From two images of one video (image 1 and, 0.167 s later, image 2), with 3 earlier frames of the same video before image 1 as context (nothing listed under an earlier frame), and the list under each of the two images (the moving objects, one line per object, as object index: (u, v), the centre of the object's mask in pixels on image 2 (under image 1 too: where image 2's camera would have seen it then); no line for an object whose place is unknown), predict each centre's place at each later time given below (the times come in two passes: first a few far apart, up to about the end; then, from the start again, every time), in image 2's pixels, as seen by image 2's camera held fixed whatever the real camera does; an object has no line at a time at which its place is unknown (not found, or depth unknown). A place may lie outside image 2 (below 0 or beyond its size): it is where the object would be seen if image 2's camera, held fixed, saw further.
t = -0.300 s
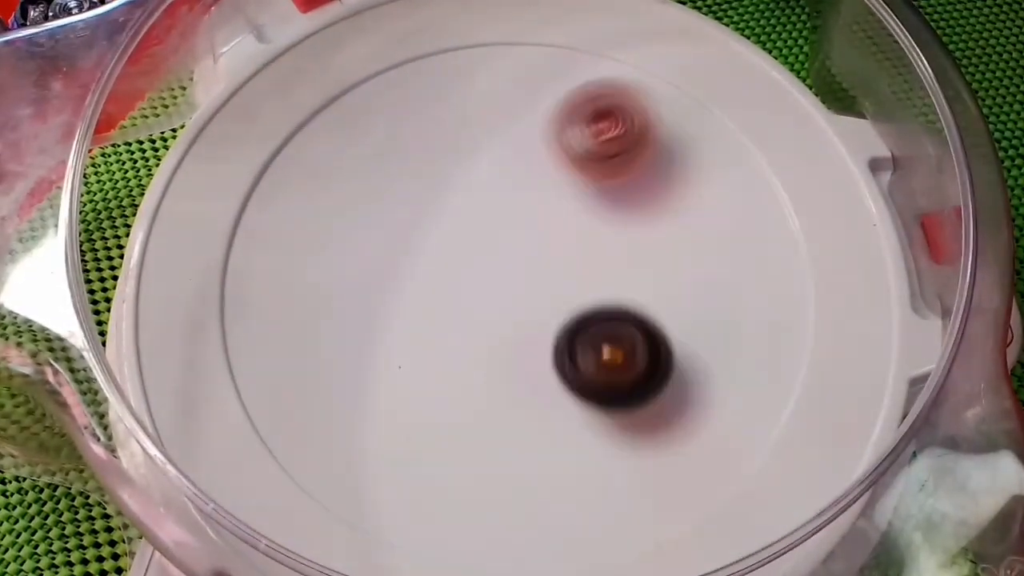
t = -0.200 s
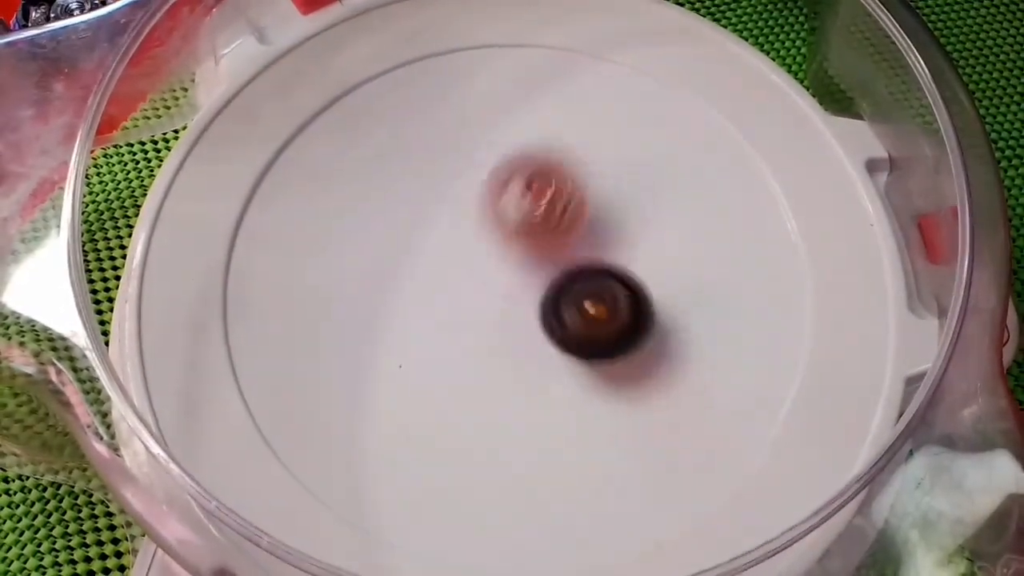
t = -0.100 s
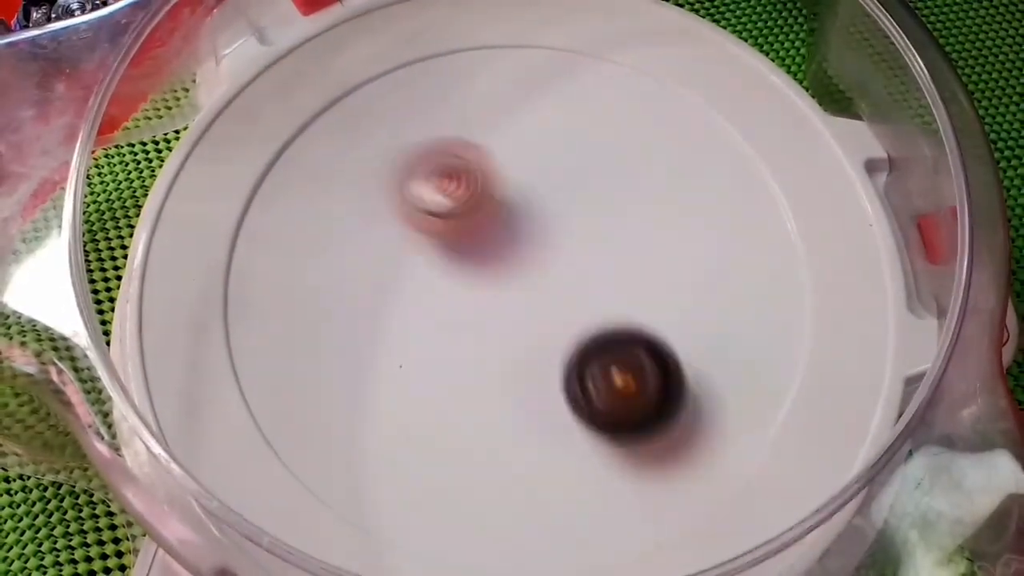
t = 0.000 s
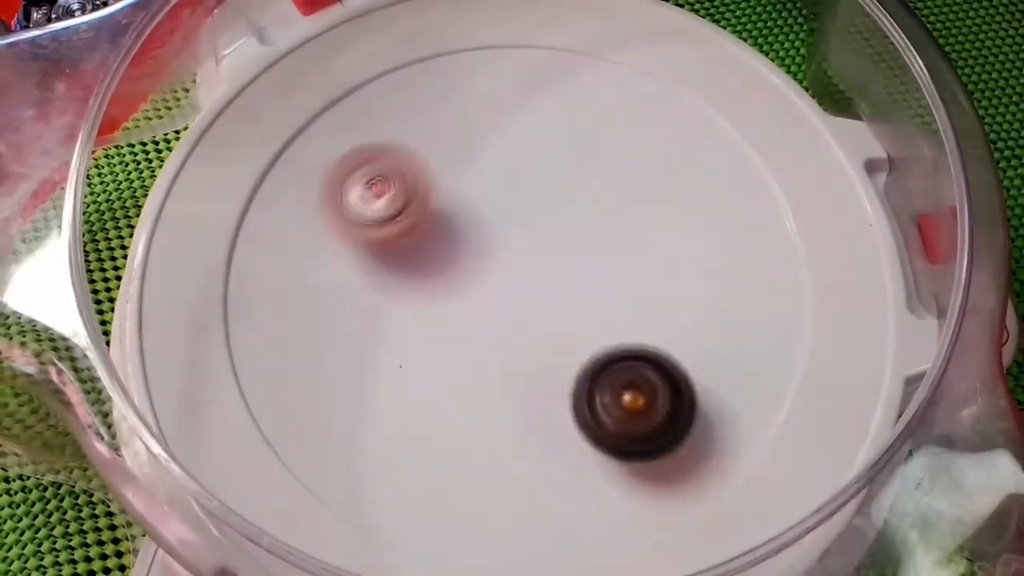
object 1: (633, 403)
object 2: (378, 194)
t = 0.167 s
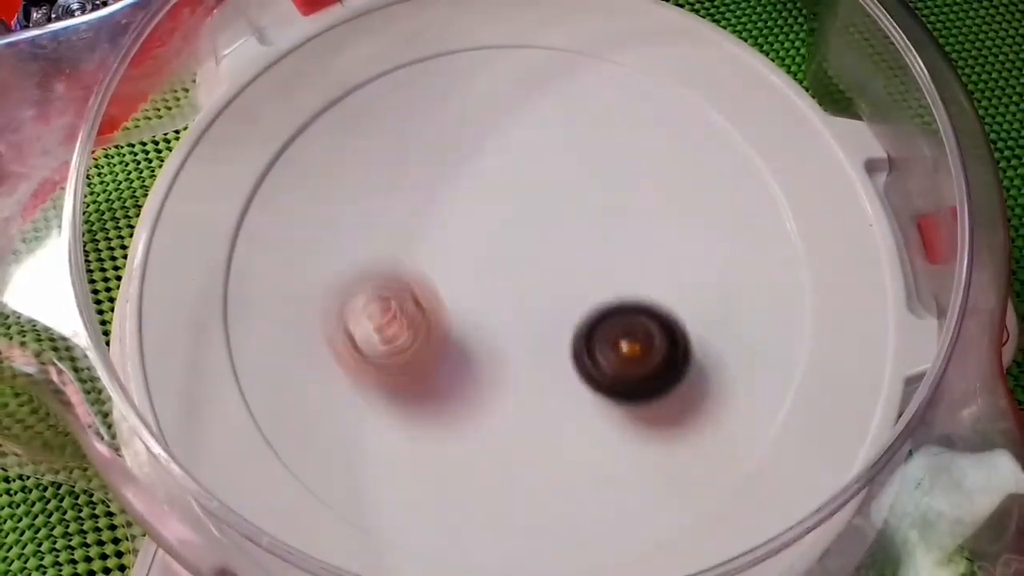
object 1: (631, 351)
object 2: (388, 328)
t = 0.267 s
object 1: (613, 322)
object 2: (487, 418)
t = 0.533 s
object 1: (495, 297)
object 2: (812, 309)
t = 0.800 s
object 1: (427, 321)
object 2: (557, 40)
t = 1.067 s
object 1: (421, 327)
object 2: (224, 264)
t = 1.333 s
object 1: (449, 263)
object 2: (641, 514)
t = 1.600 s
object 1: (440, 211)
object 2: (752, 126)
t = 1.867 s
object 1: (468, 196)
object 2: (256, 155)
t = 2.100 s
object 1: (486, 203)
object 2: (568, 527)
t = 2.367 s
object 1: (546, 216)
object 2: (791, 176)
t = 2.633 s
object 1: (574, 224)
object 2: (319, 83)
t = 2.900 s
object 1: (572, 252)
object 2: (425, 518)
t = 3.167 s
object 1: (566, 290)
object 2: (800, 291)
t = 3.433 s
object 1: (546, 306)
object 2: (524, 32)
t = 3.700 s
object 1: (516, 302)
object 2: (241, 277)
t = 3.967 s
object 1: (488, 291)
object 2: (650, 506)
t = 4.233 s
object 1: (468, 278)
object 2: (790, 183)
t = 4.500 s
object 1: (475, 258)
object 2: (467, 47)
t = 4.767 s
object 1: (495, 238)
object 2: (290, 407)
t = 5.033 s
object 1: (512, 230)
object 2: (670, 488)
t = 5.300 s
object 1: (539, 241)
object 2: (726, 180)
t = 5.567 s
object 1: (568, 250)
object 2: (385, 112)
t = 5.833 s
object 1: (572, 257)
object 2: (340, 447)
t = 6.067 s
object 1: (563, 266)
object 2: (659, 421)
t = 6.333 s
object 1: (533, 278)
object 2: (665, 170)
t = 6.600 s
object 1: (492, 287)
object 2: (476, 109)
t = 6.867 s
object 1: (476, 287)
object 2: (363, 253)
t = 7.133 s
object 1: (512, 279)
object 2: (462, 391)
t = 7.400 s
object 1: (529, 246)
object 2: (649, 321)
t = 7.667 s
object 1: (492, 190)
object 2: (708, 207)
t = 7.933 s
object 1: (443, 202)
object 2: (565, 183)
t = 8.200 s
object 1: (379, 261)
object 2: (562, 302)
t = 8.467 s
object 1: (408, 322)
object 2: (633, 333)
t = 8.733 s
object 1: (400, 348)
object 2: (644, 244)
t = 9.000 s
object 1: (399, 362)
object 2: (623, 135)
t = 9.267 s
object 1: (465, 314)
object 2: (478, 199)
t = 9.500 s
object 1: (520, 329)
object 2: (437, 245)
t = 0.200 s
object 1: (626, 340)
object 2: (410, 358)
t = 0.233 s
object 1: (620, 330)
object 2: (446, 392)
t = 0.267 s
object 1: (613, 322)
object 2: (487, 418)
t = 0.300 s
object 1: (602, 315)
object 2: (532, 438)
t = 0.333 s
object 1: (590, 309)
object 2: (587, 454)
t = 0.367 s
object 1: (577, 305)
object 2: (640, 451)
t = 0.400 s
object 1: (561, 302)
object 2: (688, 438)
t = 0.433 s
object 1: (545, 299)
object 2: (730, 414)
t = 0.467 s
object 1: (529, 297)
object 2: (771, 384)
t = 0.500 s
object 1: (511, 297)
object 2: (799, 346)
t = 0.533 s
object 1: (495, 297)
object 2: (812, 309)
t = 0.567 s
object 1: (481, 297)
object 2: (806, 262)
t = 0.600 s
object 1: (469, 299)
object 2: (790, 216)
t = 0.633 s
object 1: (457, 302)
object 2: (766, 172)
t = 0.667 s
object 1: (446, 305)
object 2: (735, 135)
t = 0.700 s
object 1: (437, 308)
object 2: (698, 100)
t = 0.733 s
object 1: (431, 312)
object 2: (651, 67)
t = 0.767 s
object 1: (428, 316)
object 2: (609, 49)
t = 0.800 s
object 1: (427, 321)
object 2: (557, 40)
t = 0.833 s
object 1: (427, 326)
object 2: (501, 34)
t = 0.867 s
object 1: (426, 332)
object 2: (448, 37)
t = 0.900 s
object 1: (424, 336)
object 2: (390, 42)
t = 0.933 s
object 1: (423, 338)
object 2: (339, 66)
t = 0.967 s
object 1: (422, 339)
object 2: (296, 105)
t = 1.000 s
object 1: (419, 337)
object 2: (259, 149)
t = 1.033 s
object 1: (418, 332)
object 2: (231, 205)
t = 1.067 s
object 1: (421, 327)
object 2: (224, 264)
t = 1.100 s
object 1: (426, 321)
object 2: (230, 326)
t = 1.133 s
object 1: (434, 314)
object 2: (244, 383)
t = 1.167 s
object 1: (442, 308)
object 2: (296, 454)
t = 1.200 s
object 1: (446, 300)
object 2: (358, 496)
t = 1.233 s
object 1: (448, 291)
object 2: (428, 518)
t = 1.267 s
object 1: (449, 282)
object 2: (501, 527)
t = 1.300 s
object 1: (450, 272)
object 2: (572, 527)
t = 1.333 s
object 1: (449, 263)
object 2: (641, 514)
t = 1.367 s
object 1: (448, 254)
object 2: (702, 479)
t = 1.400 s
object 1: (446, 246)
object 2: (752, 435)
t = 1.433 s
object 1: (444, 237)
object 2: (786, 388)
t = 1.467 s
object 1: (443, 229)
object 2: (805, 333)
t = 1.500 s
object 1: (442, 221)
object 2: (813, 279)
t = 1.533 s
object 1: (441, 216)
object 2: (805, 224)
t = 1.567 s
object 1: (440, 213)
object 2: (780, 169)
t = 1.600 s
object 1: (440, 211)
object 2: (752, 126)
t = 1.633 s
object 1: (439, 209)
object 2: (706, 87)
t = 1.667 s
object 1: (439, 206)
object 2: (646, 51)
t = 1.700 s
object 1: (440, 203)
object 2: (587, 34)
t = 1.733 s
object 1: (444, 200)
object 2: (518, 28)
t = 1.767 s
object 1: (450, 199)
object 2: (443, 33)
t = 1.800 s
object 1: (457, 197)
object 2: (369, 52)
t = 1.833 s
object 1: (463, 196)
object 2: (304, 94)
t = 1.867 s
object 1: (468, 196)
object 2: (256, 155)
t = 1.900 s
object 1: (471, 197)
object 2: (231, 242)
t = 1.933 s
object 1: (473, 199)
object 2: (235, 320)
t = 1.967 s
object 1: (475, 201)
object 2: (262, 399)
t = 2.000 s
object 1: (477, 202)
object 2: (329, 478)
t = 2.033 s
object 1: (478, 203)
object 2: (401, 513)
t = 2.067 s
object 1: (481, 203)
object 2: (482, 526)
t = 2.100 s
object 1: (486, 203)
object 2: (568, 527)
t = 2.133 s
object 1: (491, 202)
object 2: (637, 516)
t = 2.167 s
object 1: (499, 202)
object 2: (700, 487)
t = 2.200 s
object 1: (508, 202)
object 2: (751, 444)
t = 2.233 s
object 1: (519, 204)
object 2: (784, 394)
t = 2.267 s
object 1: (528, 208)
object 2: (805, 341)
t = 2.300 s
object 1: (536, 210)
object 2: (813, 286)
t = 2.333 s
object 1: (541, 213)
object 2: (808, 226)
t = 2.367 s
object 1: (546, 216)
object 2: (791, 176)
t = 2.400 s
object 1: (549, 217)
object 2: (755, 131)
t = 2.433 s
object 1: (553, 219)
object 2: (707, 89)
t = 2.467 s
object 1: (557, 219)
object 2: (652, 51)
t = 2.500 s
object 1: (559, 220)
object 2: (597, 36)
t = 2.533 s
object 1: (563, 220)
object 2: (524, 27)
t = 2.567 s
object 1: (568, 220)
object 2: (452, 28)
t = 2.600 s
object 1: (571, 221)
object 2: (382, 46)
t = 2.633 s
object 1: (574, 224)
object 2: (319, 83)
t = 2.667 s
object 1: (575, 227)
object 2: (275, 138)
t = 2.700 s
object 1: (575, 230)
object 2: (243, 204)
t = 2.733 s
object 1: (575, 234)
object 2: (230, 270)
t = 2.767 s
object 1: (575, 237)
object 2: (234, 333)
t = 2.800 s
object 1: (574, 241)
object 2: (261, 396)
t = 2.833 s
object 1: (573, 245)
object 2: (306, 456)
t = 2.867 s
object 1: (573, 248)
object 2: (364, 501)
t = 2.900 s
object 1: (572, 252)
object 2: (425, 518)
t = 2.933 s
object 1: (570, 256)
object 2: (494, 524)
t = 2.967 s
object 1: (569, 261)
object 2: (565, 522)
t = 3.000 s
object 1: (569, 266)
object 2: (632, 505)
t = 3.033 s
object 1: (569, 271)
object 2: (690, 473)
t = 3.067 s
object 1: (568, 276)
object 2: (736, 431)
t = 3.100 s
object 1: (568, 282)
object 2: (769, 386)
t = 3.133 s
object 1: (567, 287)
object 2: (790, 342)
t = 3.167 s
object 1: (566, 290)
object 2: (800, 291)
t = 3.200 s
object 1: (565, 293)
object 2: (800, 241)
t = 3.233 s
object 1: (562, 297)
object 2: (789, 192)
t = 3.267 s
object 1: (559, 300)
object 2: (770, 146)
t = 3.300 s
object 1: (557, 302)
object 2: (734, 104)
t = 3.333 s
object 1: (554, 303)
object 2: (680, 69)
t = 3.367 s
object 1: (552, 304)
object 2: (631, 45)
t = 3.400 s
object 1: (549, 305)
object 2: (579, 33)
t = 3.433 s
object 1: (546, 306)
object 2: (524, 32)
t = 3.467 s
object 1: (543, 306)
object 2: (465, 30)
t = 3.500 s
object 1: (539, 306)
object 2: (414, 35)
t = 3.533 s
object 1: (535, 305)
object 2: (365, 60)
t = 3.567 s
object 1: (531, 305)
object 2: (321, 84)
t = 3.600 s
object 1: (527, 304)
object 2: (283, 120)
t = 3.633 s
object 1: (524, 304)
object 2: (259, 165)
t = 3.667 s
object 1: (520, 303)
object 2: (242, 216)
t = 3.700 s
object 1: (516, 302)
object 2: (241, 277)
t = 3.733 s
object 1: (512, 300)
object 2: (252, 334)
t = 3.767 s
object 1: (508, 299)
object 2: (281, 395)
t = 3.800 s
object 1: (504, 299)
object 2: (326, 442)
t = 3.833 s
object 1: (500, 299)
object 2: (393, 492)
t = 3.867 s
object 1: (496, 299)
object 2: (460, 512)
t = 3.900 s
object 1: (493, 297)
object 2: (524, 520)
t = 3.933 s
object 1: (490, 295)
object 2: (591, 518)
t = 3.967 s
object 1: (488, 291)
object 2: (650, 506)
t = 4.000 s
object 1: (484, 288)
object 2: (701, 479)
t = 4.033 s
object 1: (481, 286)
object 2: (742, 446)
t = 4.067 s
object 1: (478, 284)
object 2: (776, 407)
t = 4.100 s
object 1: (474, 282)
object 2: (797, 359)
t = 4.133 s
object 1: (471, 281)
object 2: (806, 318)
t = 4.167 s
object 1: (469, 281)
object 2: (809, 271)
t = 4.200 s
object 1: (469, 280)
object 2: (803, 222)
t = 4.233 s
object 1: (468, 278)
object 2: (790, 183)
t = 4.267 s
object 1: (468, 275)
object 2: (766, 146)
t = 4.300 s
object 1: (469, 273)
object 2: (733, 111)
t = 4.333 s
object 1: (470, 270)
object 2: (694, 83)
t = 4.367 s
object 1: (471, 267)
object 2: (651, 63)
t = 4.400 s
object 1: (471, 264)
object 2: (610, 47)
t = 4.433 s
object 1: (472, 262)
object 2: (562, 42)
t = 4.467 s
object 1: (473, 259)
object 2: (515, 39)
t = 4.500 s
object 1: (475, 258)
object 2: (467, 47)
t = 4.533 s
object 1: (478, 257)
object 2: (422, 66)
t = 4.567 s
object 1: (481, 255)
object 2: (378, 95)
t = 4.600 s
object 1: (484, 253)
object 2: (336, 129)
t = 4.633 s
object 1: (486, 250)
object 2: (303, 172)
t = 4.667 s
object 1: (490, 247)
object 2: (281, 220)
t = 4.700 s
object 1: (492, 244)
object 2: (272, 286)
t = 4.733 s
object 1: (494, 241)
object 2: (270, 338)
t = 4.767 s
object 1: (495, 238)
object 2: (290, 407)
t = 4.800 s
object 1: (497, 236)
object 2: (327, 464)
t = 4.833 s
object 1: (498, 234)
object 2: (357, 497)
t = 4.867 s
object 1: (500, 233)
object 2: (403, 519)
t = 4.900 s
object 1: (503, 232)
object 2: (454, 529)
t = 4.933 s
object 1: (505, 231)
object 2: (508, 529)
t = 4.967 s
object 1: (508, 231)
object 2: (563, 525)
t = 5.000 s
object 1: (510, 230)
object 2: (618, 516)
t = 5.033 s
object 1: (512, 230)
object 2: (670, 488)
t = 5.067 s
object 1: (515, 231)
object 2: (713, 454)
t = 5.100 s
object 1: (518, 231)
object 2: (746, 418)
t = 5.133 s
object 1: (522, 233)
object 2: (769, 379)
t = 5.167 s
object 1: (525, 234)
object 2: (779, 338)
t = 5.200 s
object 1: (529, 236)
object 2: (783, 302)
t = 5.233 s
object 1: (533, 237)
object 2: (772, 263)
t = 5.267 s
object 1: (536, 239)
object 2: (752, 219)
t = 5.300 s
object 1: (539, 241)
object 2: (726, 180)
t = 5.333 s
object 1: (542, 242)
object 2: (694, 147)
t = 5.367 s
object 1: (546, 243)
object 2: (658, 122)
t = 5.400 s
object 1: (550, 245)
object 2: (616, 103)
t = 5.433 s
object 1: (554, 246)
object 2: (571, 91)
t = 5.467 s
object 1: (558, 247)
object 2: (524, 83)
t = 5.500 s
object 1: (562, 248)
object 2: (475, 84)
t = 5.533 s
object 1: (565, 249)
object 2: (429, 96)
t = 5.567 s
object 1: (568, 250)
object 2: (385, 112)
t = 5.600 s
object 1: (570, 251)
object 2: (345, 137)
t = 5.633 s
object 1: (572, 252)
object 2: (311, 170)
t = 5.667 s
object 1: (574, 253)
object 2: (283, 207)
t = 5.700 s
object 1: (573, 253)
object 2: (270, 262)
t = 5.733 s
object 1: (574, 254)
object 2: (268, 309)
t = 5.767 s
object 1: (574, 255)
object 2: (274, 348)
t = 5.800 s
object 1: (573, 257)
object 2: (304, 408)
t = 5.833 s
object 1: (572, 257)
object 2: (340, 447)
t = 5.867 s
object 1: (572, 258)
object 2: (389, 477)
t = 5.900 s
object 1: (570, 259)
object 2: (445, 494)
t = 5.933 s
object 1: (569, 261)
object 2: (500, 501)
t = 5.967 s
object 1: (567, 262)
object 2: (547, 494)
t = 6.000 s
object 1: (566, 263)
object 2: (593, 480)
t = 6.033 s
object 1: (565, 264)
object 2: (627, 452)
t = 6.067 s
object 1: (563, 266)
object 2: (659, 421)
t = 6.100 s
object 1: (561, 268)
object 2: (683, 390)
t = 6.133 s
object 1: (558, 270)
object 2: (699, 355)
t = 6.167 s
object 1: (556, 271)
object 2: (711, 324)
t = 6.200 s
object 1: (553, 272)
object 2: (716, 294)
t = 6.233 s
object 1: (549, 274)
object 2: (713, 262)
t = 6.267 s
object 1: (544, 276)
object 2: (702, 232)
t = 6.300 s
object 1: (538, 277)
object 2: (688, 202)
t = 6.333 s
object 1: (533, 278)
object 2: (665, 170)
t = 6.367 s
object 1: (528, 279)
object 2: (645, 149)
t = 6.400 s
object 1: (522, 281)
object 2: (621, 132)
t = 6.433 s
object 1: (517, 282)
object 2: (595, 116)
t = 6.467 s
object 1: (511, 283)
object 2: (570, 107)
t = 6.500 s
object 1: (506, 285)
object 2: (546, 103)
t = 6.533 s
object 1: (500, 285)
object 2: (524, 103)
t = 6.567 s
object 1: (496, 286)
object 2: (498, 103)
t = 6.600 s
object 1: (492, 287)
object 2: (476, 109)
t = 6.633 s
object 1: (488, 287)
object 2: (452, 116)
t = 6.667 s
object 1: (485, 288)
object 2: (430, 127)
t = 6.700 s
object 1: (482, 288)
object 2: (410, 142)
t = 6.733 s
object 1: (479, 287)
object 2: (394, 159)
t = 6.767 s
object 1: (478, 287)
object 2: (380, 178)
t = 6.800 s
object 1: (476, 287)
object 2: (372, 203)
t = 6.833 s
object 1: (475, 287)
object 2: (367, 229)
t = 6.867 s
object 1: (476, 287)
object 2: (363, 253)
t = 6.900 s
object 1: (483, 289)
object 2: (358, 274)
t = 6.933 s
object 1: (489, 291)
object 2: (359, 295)
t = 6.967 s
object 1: (493, 290)
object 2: (365, 317)
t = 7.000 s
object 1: (498, 289)
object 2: (375, 337)
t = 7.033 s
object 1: (501, 287)
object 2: (390, 355)
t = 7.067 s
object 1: (505, 285)
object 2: (413, 374)
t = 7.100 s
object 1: (509, 282)
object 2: (439, 386)
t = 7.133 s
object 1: (512, 279)
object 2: (462, 391)
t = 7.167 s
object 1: (515, 276)
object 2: (493, 397)
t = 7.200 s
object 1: (517, 273)
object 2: (521, 395)
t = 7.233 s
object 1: (520, 270)
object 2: (547, 389)
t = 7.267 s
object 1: (523, 267)
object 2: (571, 378)
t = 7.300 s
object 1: (526, 264)
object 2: (592, 364)
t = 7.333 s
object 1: (530, 262)
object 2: (608, 347)
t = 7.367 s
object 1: (533, 259)
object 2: (627, 329)
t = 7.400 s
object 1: (529, 246)
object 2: (649, 321)
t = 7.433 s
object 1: (521, 229)
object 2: (673, 318)
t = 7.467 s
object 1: (516, 217)
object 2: (689, 307)
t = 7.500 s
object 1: (512, 209)
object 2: (701, 293)
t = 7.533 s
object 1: (507, 203)
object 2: (711, 275)
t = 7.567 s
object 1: (504, 199)
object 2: (716, 259)
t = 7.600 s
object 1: (500, 195)
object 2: (720, 242)
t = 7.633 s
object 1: (496, 192)
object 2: (717, 223)
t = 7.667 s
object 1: (492, 190)
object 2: (708, 207)
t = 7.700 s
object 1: (489, 189)
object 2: (695, 190)
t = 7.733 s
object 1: (486, 188)
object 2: (675, 179)
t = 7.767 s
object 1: (482, 188)
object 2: (652, 172)
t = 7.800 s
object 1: (480, 188)
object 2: (629, 167)
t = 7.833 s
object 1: (478, 190)
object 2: (604, 167)
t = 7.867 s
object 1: (468, 193)
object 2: (583, 170)
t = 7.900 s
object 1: (452, 198)
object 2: (577, 175)
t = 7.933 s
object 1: (443, 202)
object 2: (565, 183)
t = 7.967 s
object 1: (436, 208)
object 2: (552, 194)
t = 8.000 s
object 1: (423, 213)
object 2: (546, 207)
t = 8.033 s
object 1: (411, 219)
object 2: (545, 224)
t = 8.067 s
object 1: (402, 227)
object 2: (545, 239)
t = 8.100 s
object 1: (394, 235)
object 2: (547, 256)
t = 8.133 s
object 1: (388, 243)
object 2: (551, 272)
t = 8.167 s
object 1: (382, 252)
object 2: (556, 289)
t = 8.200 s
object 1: (379, 261)
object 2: (562, 302)
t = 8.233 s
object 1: (377, 270)
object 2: (569, 315)
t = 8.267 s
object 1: (376, 279)
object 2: (579, 328)
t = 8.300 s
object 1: (377, 288)
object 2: (589, 336)
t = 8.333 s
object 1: (380, 296)
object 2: (601, 342)
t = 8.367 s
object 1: (384, 304)
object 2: (612, 345)
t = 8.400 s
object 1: (390, 311)
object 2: (622, 345)
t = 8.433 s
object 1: (398, 317)
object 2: (629, 340)
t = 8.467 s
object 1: (408, 322)
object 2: (633, 333)
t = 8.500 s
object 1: (419, 327)
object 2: (631, 323)
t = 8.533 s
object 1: (430, 330)
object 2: (628, 315)
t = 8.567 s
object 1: (442, 332)
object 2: (618, 305)
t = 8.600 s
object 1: (455, 333)
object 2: (606, 296)
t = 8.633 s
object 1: (468, 333)
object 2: (591, 290)
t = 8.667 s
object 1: (455, 337)
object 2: (597, 280)
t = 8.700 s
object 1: (421, 344)
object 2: (624, 262)
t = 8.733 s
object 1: (400, 348)
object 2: (644, 244)
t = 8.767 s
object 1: (388, 350)
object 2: (657, 229)
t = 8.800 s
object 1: (384, 353)
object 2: (664, 212)
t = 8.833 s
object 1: (383, 356)
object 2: (666, 196)
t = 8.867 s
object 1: (384, 360)
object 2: (664, 180)
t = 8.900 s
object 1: (386, 362)
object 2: (659, 165)
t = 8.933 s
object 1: (389, 363)
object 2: (650, 153)
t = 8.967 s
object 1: (393, 363)
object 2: (637, 143)
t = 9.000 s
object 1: (399, 362)
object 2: (623, 135)
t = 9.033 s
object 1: (406, 359)
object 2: (606, 132)
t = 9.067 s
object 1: (414, 355)
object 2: (586, 133)
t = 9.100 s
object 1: (422, 350)
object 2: (566, 138)
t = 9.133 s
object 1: (430, 344)
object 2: (546, 144)
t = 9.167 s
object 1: (439, 337)
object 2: (526, 154)
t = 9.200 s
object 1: (448, 329)
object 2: (509, 167)
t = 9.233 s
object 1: (456, 322)
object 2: (493, 182)
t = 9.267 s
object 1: (465, 314)
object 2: (478, 199)
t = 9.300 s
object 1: (471, 316)
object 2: (469, 207)
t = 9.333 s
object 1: (475, 327)
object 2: (462, 204)
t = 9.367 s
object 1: (481, 331)
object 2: (456, 206)
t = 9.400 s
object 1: (491, 332)
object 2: (448, 212)
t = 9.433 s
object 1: (501, 332)
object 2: (441, 221)
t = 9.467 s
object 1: (511, 331)
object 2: (438, 233)
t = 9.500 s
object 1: (520, 329)
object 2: (437, 245)
